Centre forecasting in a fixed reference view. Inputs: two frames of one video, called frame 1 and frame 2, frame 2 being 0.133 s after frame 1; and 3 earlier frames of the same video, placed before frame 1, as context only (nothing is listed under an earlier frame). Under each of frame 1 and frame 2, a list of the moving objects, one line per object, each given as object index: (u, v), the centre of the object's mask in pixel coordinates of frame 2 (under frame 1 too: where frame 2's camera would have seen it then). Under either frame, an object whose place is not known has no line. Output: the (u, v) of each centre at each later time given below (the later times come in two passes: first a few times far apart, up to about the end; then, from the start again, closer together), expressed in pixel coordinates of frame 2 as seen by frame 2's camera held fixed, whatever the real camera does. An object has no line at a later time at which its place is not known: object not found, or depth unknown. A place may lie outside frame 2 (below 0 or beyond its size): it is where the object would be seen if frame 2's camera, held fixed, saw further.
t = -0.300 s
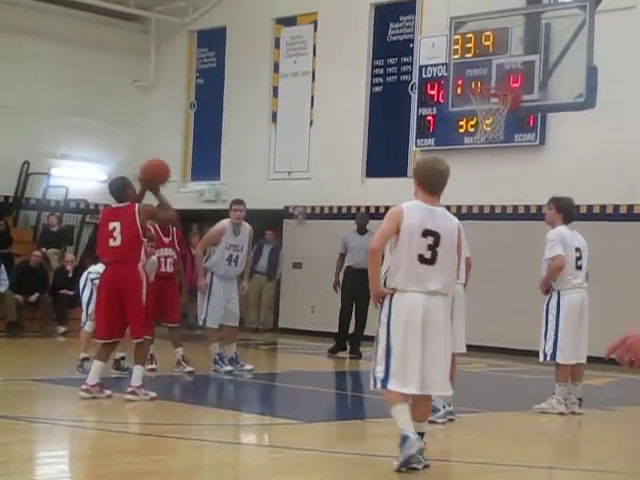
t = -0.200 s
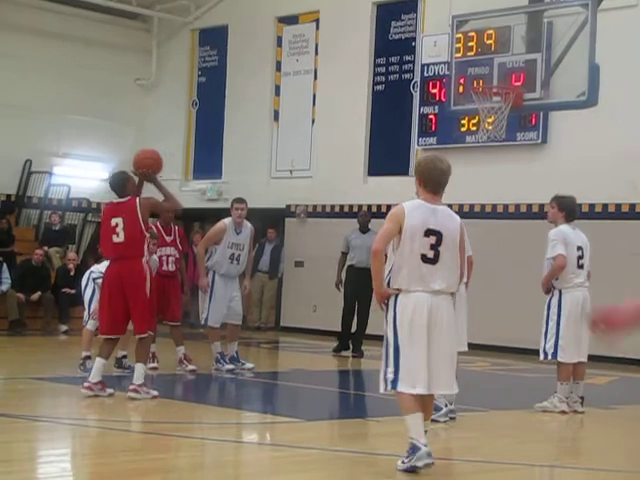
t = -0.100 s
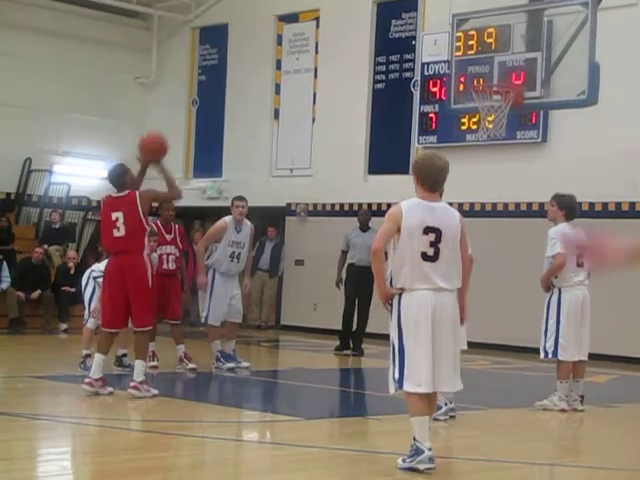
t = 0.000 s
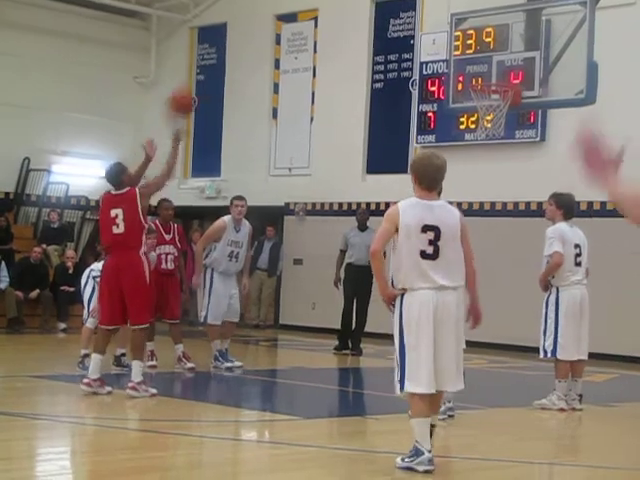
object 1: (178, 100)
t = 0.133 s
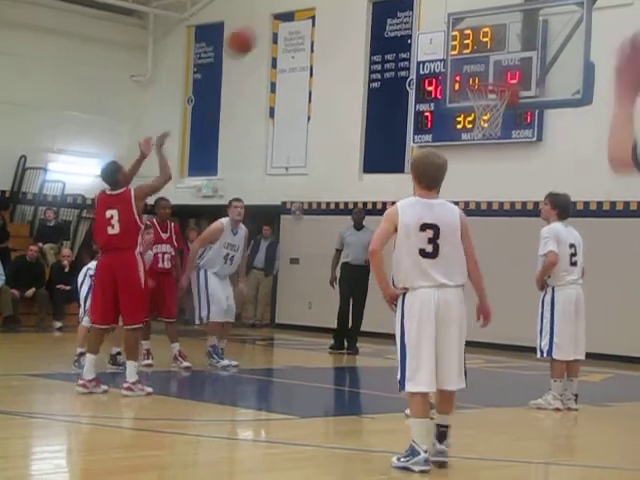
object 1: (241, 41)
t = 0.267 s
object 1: (295, 7)
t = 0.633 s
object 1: (425, 7)
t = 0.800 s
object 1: (472, 48)
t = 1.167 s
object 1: (523, 55)
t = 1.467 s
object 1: (593, 83)
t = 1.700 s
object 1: (635, 169)
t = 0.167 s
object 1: (255, 30)
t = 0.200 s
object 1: (269, 20)
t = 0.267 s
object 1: (295, 7)
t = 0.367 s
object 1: (334, 1)
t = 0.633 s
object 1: (425, 7)
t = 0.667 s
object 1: (436, 13)
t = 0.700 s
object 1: (445, 20)
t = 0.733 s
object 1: (454, 26)
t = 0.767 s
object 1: (461, 38)
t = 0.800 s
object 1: (472, 48)
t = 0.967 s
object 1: (477, 78)
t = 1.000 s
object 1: (482, 75)
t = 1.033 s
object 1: (489, 69)
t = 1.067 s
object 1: (499, 62)
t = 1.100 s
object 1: (507, 59)
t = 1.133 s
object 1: (516, 57)
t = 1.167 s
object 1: (523, 55)
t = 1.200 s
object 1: (530, 54)
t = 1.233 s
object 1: (539, 54)
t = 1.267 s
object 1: (548, 55)
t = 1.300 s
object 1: (554, 58)
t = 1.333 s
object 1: (562, 61)
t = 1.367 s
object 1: (570, 65)
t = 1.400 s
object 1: (578, 71)
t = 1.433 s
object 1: (586, 78)
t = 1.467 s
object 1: (593, 83)
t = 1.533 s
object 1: (606, 103)
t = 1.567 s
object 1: (614, 114)
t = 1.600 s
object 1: (620, 126)
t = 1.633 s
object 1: (626, 140)
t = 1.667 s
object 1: (631, 153)
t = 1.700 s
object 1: (635, 169)
